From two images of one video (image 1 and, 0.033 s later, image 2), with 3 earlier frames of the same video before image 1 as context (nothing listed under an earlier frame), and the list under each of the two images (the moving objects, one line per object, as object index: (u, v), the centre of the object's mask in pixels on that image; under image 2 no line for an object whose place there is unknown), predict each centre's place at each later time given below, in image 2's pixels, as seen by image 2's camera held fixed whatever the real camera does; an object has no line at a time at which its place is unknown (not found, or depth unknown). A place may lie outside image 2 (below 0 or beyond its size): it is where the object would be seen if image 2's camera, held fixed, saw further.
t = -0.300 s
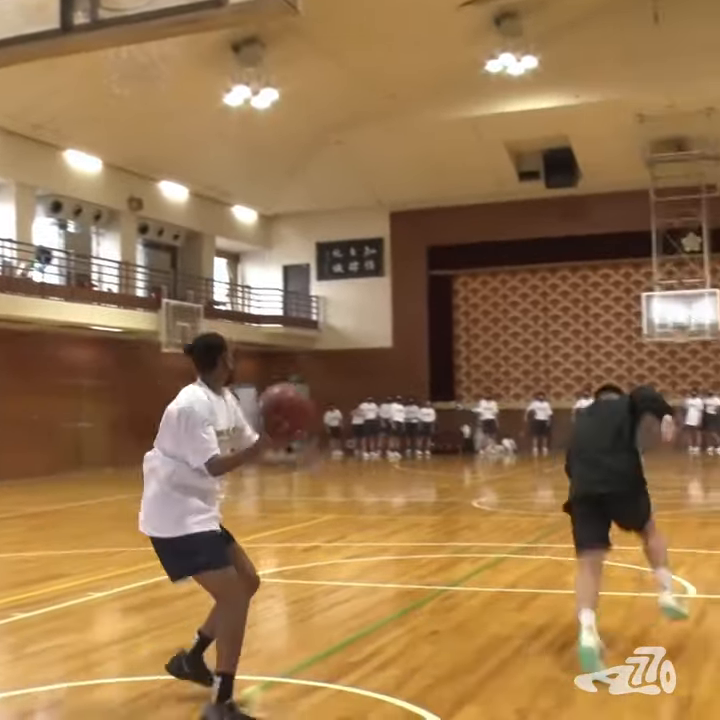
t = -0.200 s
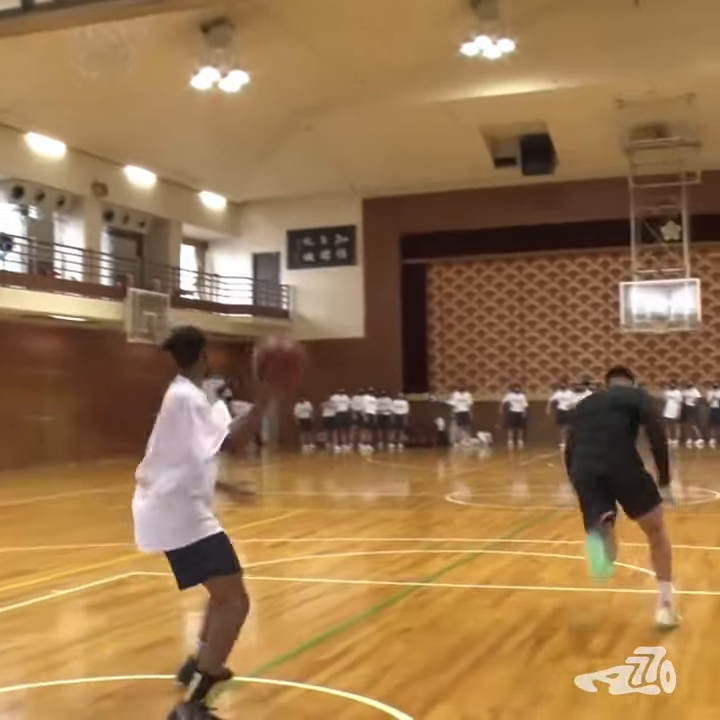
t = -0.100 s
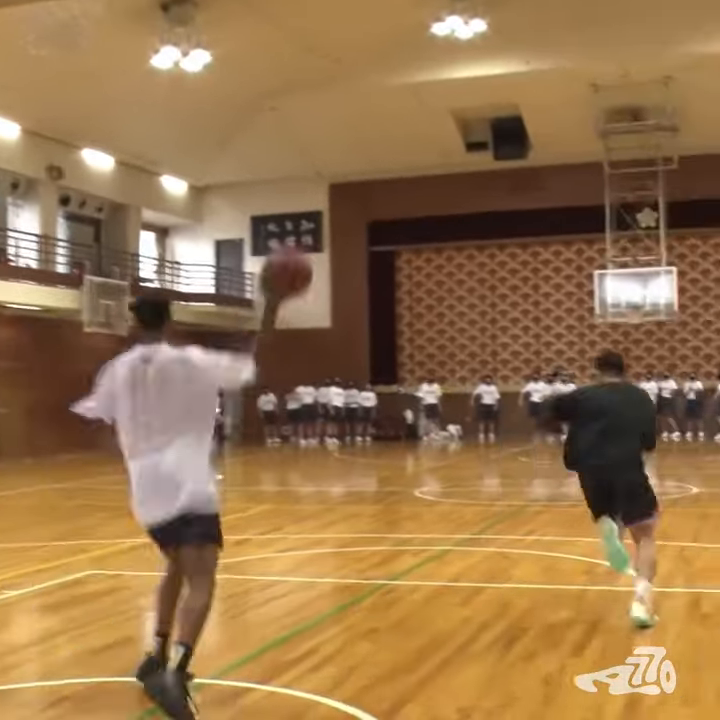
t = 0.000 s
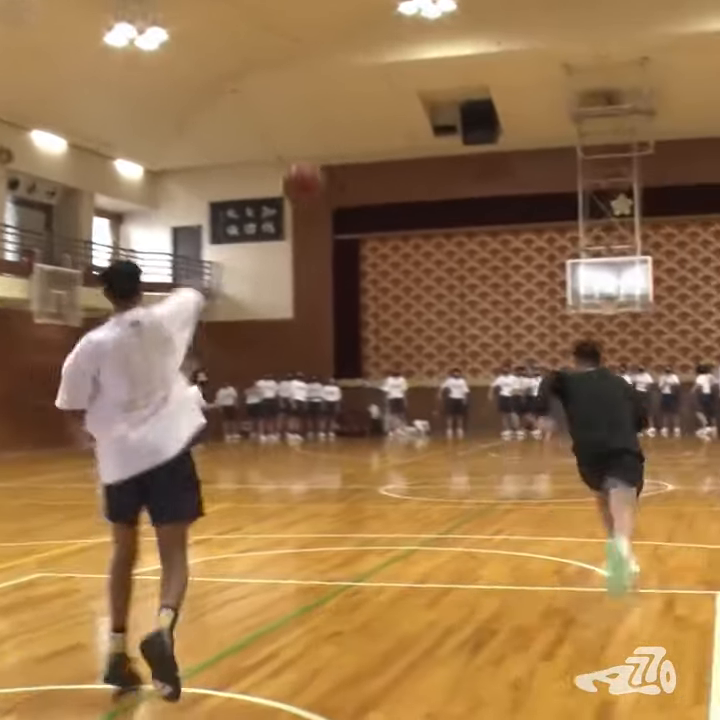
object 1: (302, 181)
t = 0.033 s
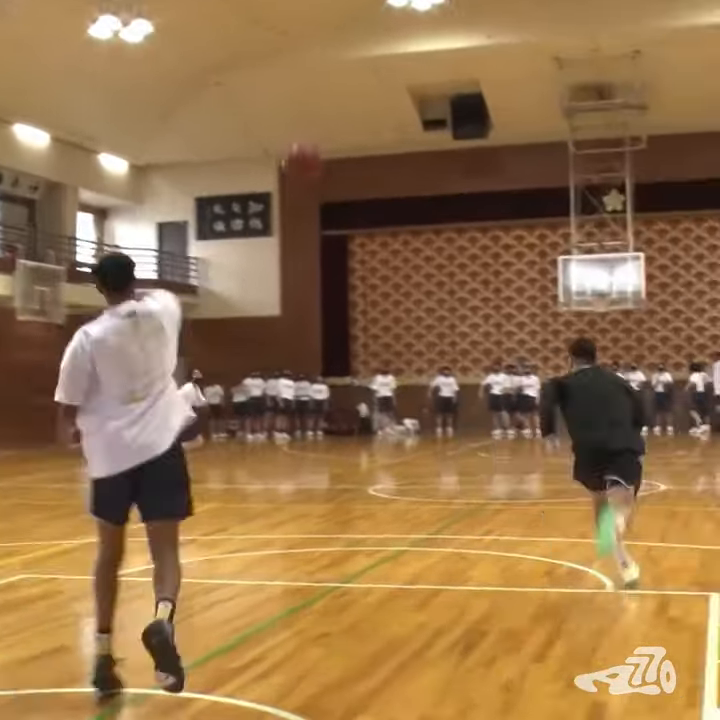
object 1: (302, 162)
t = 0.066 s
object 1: (315, 151)
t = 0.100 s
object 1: (325, 138)
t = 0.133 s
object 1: (334, 129)
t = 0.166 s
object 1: (342, 124)
